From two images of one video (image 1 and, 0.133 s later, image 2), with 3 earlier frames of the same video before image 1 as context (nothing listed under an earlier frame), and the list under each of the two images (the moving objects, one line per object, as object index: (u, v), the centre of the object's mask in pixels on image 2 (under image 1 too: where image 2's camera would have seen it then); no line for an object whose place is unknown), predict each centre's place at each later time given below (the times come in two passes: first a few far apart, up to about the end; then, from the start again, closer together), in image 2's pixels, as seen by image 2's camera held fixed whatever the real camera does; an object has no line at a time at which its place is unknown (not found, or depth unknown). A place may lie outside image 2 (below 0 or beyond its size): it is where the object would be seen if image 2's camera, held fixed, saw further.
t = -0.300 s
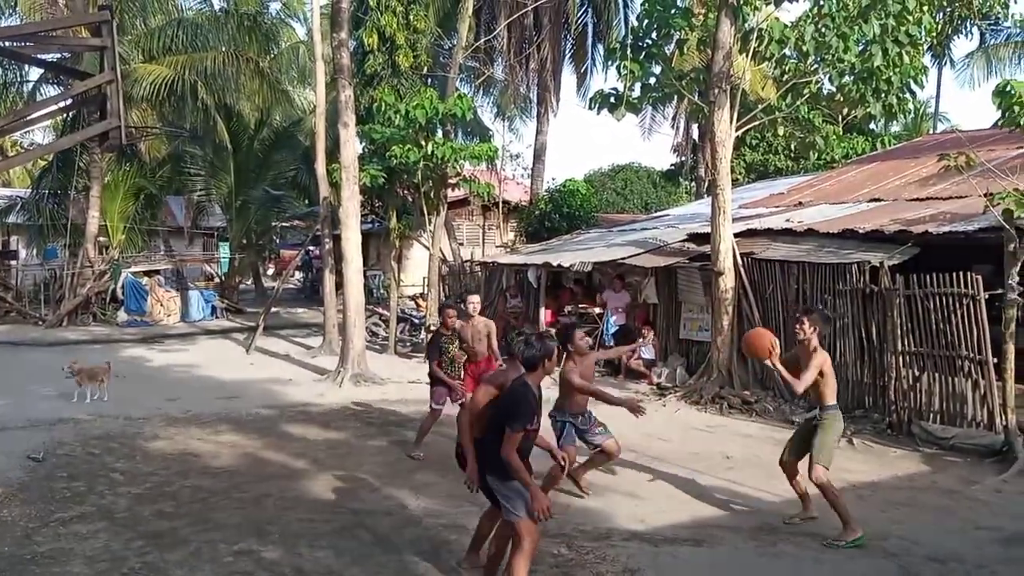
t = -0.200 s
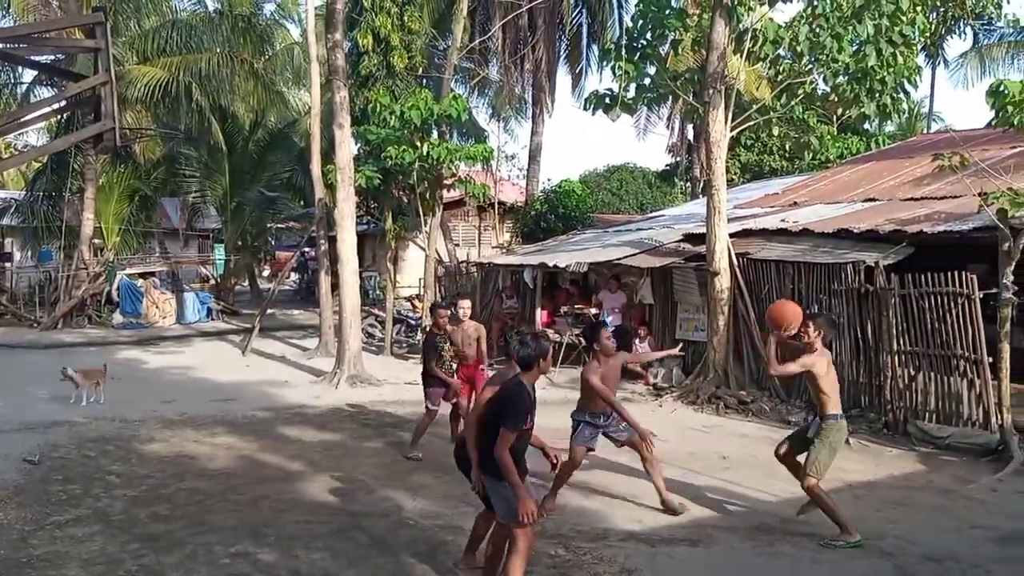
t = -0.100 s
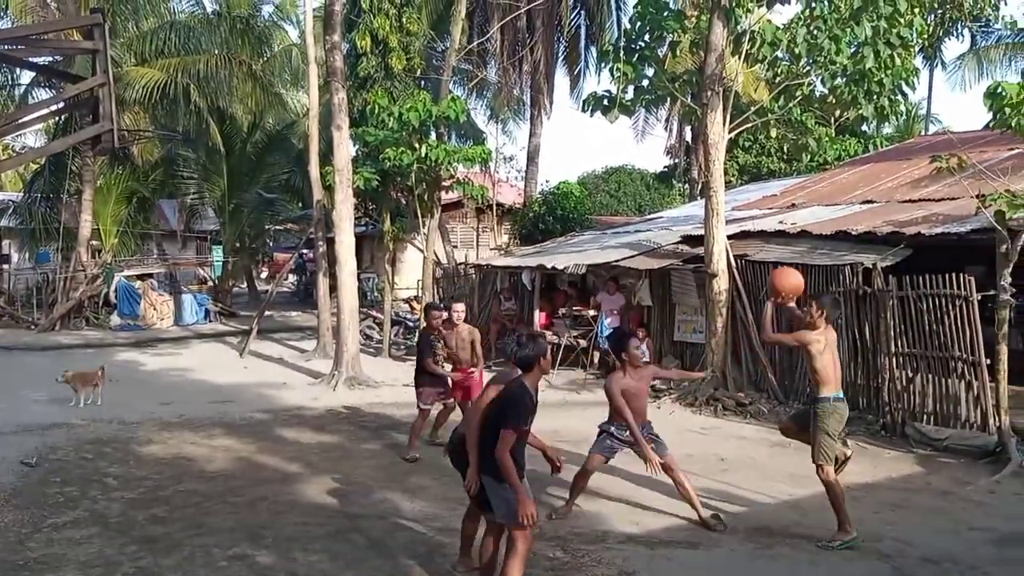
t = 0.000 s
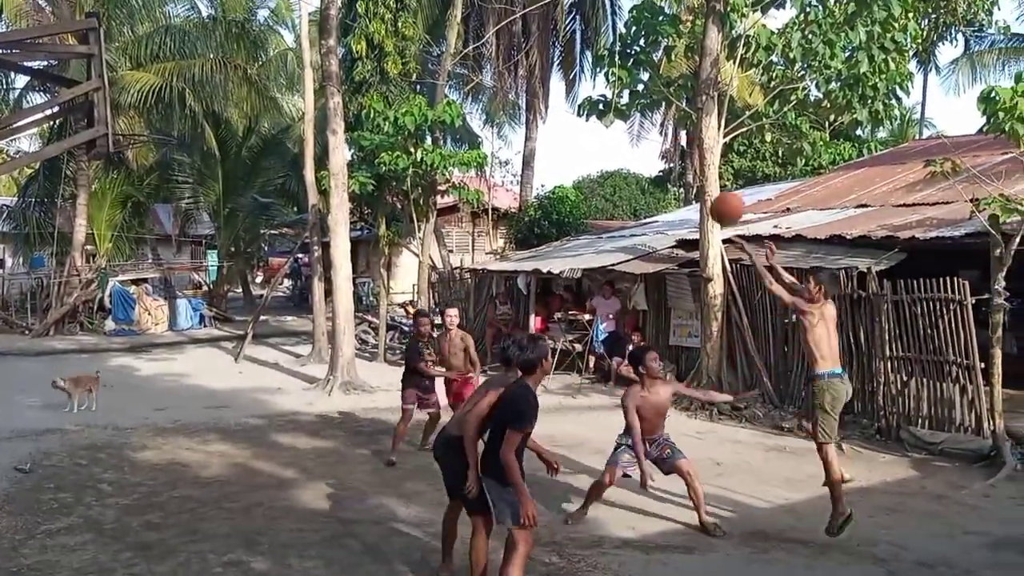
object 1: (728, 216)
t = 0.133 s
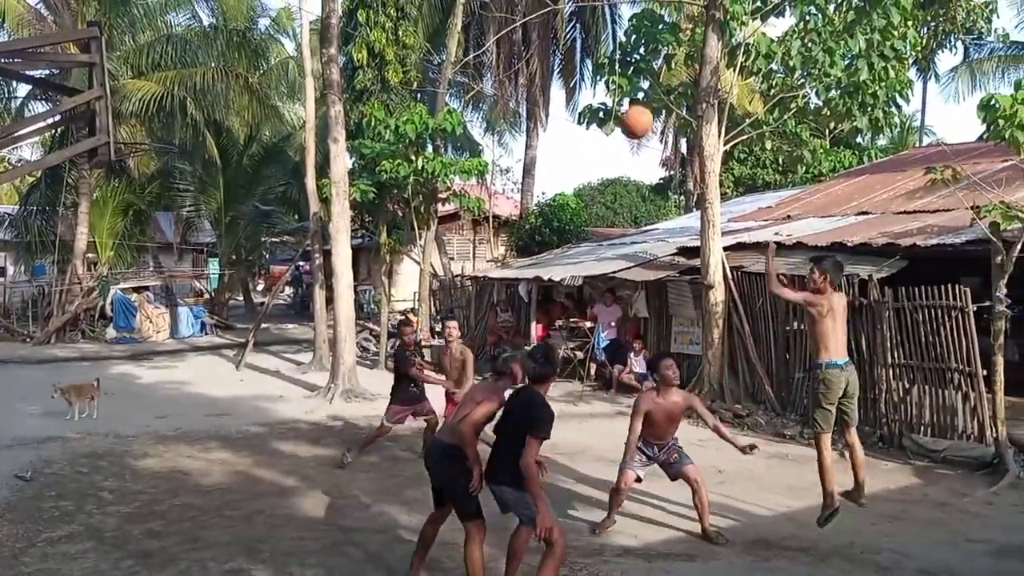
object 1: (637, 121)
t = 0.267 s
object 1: (550, 56)
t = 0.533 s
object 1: (386, 8)
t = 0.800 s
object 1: (238, 51)
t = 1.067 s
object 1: (160, 140)
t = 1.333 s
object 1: (140, 126)
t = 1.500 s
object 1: (127, 167)
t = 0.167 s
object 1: (615, 102)
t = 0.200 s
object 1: (593, 86)
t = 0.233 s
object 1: (571, 70)
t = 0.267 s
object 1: (550, 56)
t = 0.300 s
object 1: (527, 43)
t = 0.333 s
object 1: (507, 31)
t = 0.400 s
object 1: (465, 17)
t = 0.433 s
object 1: (446, 11)
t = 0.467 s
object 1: (428, 9)
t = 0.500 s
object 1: (407, 8)
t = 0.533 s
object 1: (386, 8)
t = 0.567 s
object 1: (367, 9)
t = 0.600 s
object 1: (348, 9)
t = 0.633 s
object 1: (329, 12)
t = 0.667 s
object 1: (310, 17)
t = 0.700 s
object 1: (291, 23)
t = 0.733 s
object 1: (273, 30)
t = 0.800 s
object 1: (238, 51)
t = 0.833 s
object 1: (220, 63)
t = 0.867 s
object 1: (202, 75)
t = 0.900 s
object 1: (186, 90)
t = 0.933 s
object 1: (169, 106)
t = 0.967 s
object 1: (153, 125)
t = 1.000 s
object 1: (139, 140)
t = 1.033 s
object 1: (157, 142)
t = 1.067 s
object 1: (160, 140)
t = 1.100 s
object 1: (158, 132)
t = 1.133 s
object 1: (157, 129)
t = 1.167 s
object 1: (153, 126)
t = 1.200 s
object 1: (151, 123)
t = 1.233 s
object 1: (148, 123)
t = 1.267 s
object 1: (147, 123)
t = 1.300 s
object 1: (143, 124)
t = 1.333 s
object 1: (140, 126)
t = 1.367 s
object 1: (138, 131)
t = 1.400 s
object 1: (136, 138)
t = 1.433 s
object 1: (133, 146)
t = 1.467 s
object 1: (130, 156)
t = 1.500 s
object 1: (127, 167)
